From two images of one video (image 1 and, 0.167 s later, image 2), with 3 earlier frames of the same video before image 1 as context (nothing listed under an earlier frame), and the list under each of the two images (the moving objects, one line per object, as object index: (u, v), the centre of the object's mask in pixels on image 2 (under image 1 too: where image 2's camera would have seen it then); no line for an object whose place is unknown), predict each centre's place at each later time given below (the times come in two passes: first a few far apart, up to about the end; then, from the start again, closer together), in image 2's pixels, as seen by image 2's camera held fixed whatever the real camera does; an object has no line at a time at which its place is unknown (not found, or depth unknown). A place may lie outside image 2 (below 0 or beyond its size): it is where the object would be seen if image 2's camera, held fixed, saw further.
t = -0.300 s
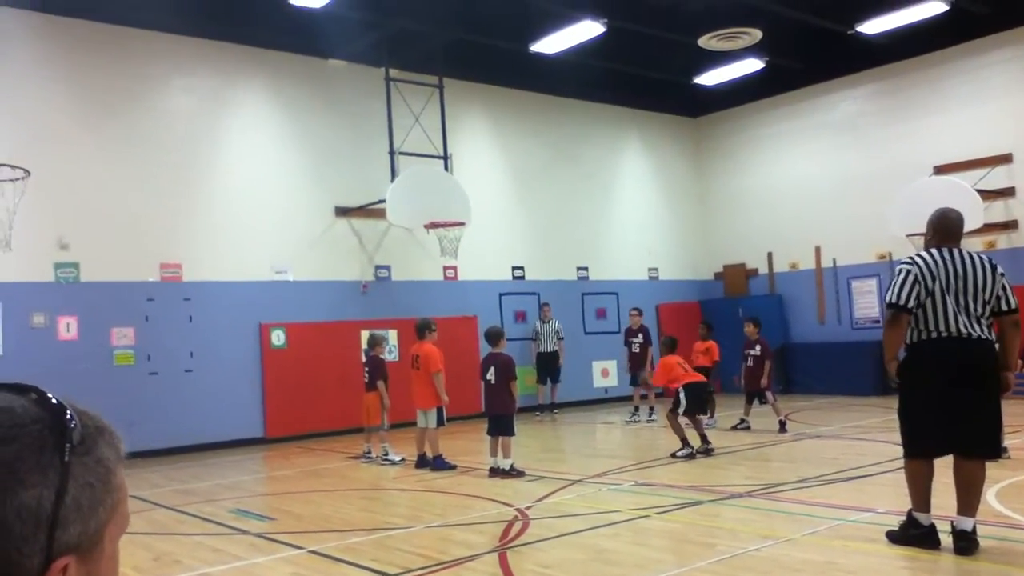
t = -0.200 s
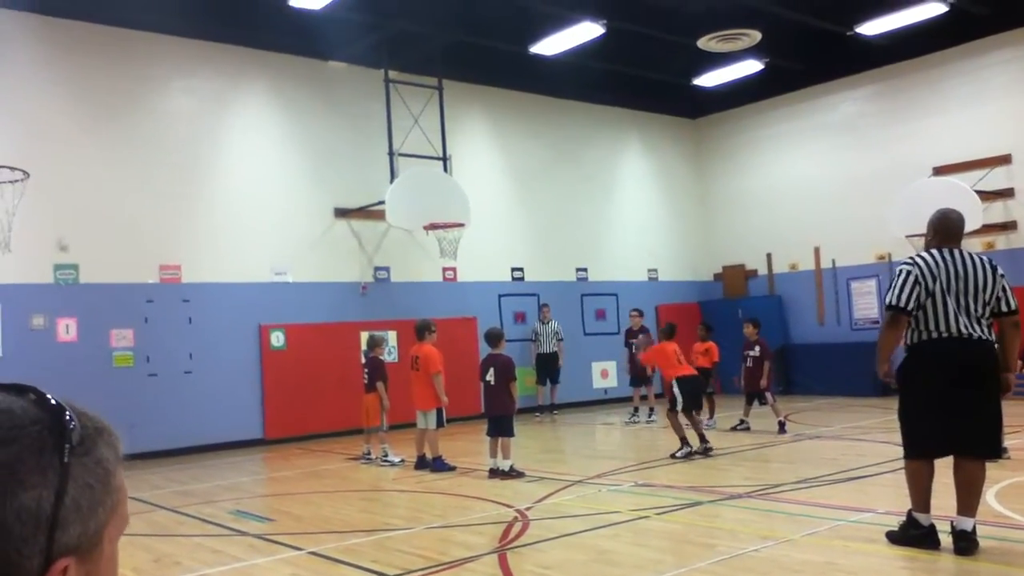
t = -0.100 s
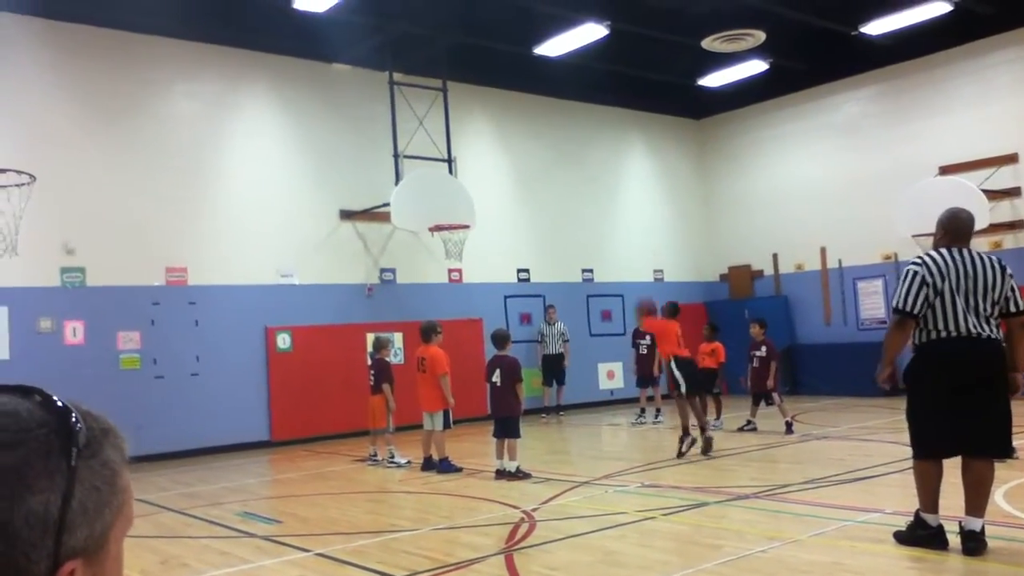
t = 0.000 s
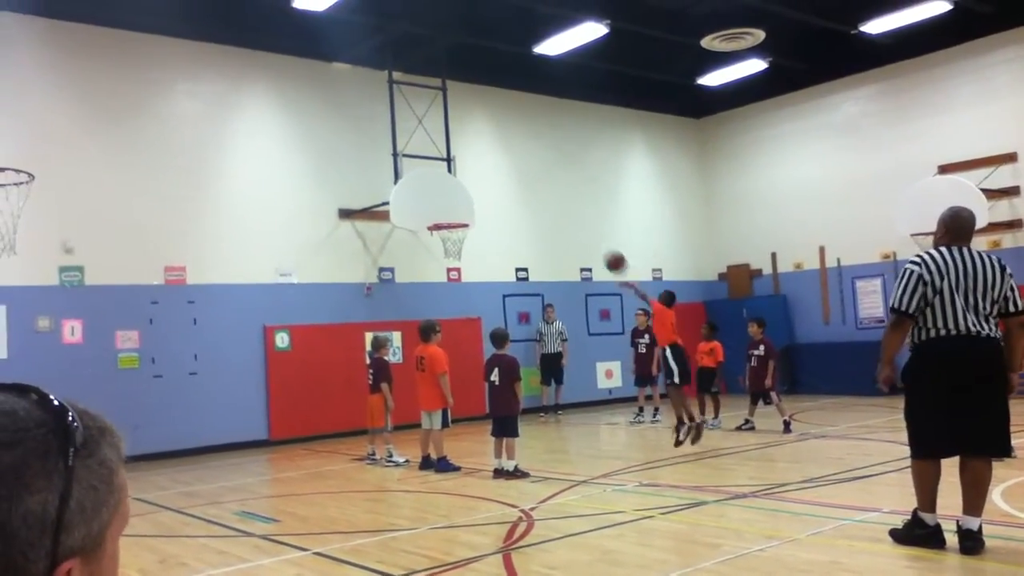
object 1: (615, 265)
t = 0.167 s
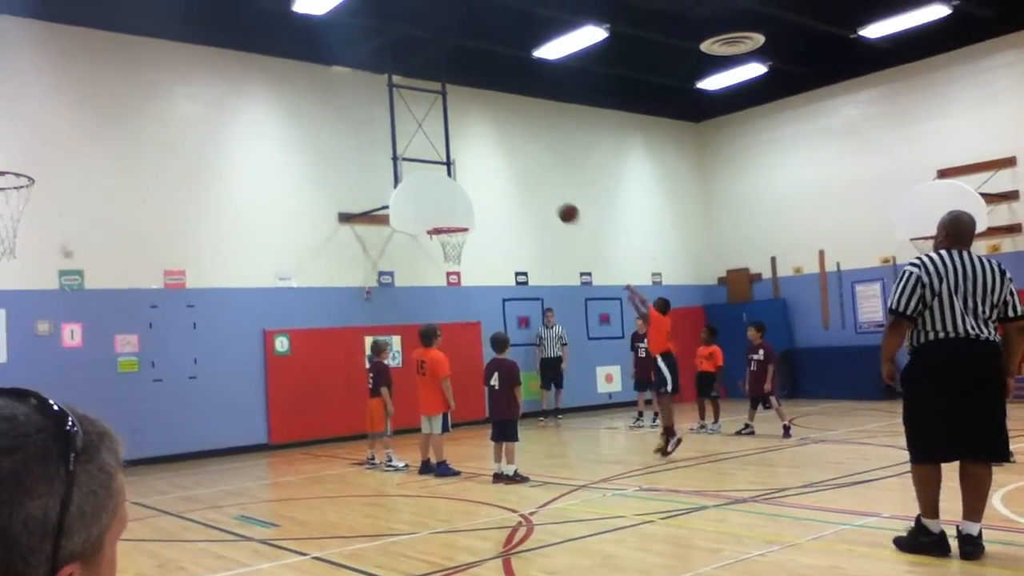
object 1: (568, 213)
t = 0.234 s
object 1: (552, 200)
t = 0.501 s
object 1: (493, 186)
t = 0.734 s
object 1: (453, 218)
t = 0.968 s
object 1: (457, 273)
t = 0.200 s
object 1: (560, 206)
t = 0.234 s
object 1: (552, 200)
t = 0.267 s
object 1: (544, 195)
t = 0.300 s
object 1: (536, 191)
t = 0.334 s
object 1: (528, 188)
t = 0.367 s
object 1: (521, 186)
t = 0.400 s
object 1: (514, 184)
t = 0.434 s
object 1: (507, 184)
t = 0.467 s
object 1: (500, 185)
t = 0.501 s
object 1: (493, 186)
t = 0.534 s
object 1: (488, 188)
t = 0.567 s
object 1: (481, 191)
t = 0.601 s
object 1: (475, 195)
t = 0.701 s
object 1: (458, 211)
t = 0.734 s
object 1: (453, 218)
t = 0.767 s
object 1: (448, 225)
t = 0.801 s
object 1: (443, 234)
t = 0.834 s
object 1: (445, 241)
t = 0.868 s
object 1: (448, 249)
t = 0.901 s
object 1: (451, 255)
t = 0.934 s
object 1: (454, 264)
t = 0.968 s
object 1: (457, 273)
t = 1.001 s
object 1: (459, 283)
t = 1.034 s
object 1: (463, 293)
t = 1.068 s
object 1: (466, 304)
